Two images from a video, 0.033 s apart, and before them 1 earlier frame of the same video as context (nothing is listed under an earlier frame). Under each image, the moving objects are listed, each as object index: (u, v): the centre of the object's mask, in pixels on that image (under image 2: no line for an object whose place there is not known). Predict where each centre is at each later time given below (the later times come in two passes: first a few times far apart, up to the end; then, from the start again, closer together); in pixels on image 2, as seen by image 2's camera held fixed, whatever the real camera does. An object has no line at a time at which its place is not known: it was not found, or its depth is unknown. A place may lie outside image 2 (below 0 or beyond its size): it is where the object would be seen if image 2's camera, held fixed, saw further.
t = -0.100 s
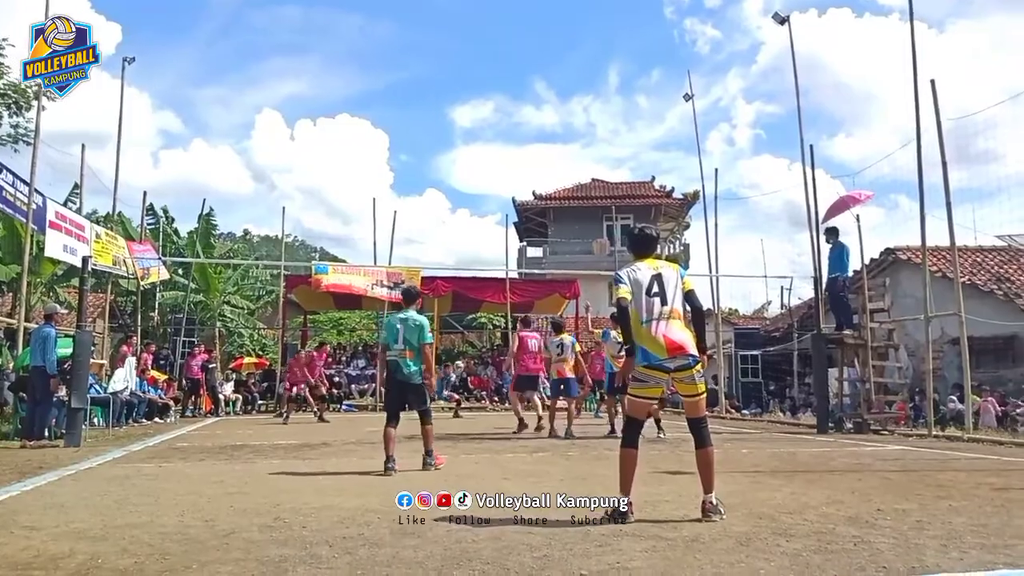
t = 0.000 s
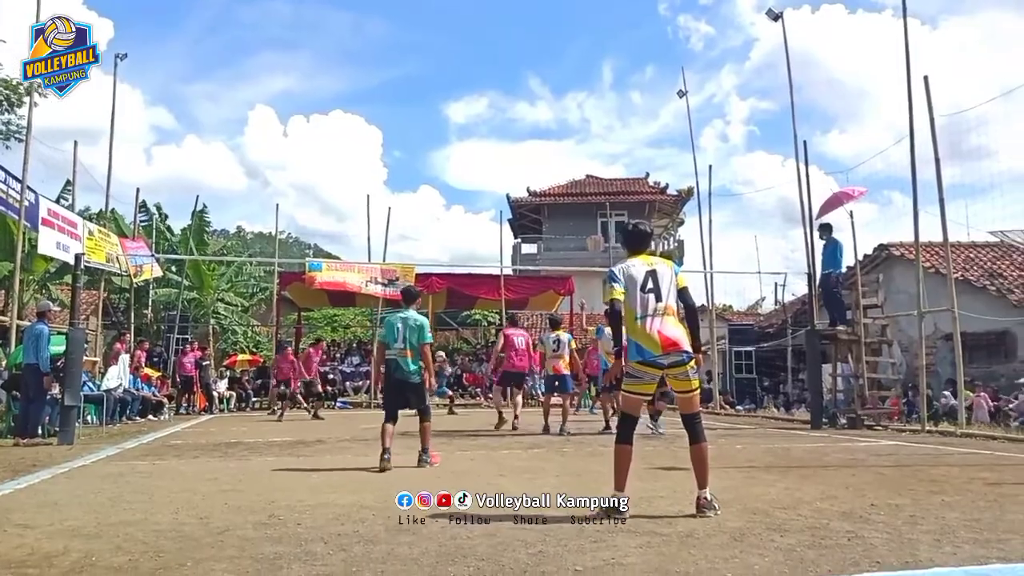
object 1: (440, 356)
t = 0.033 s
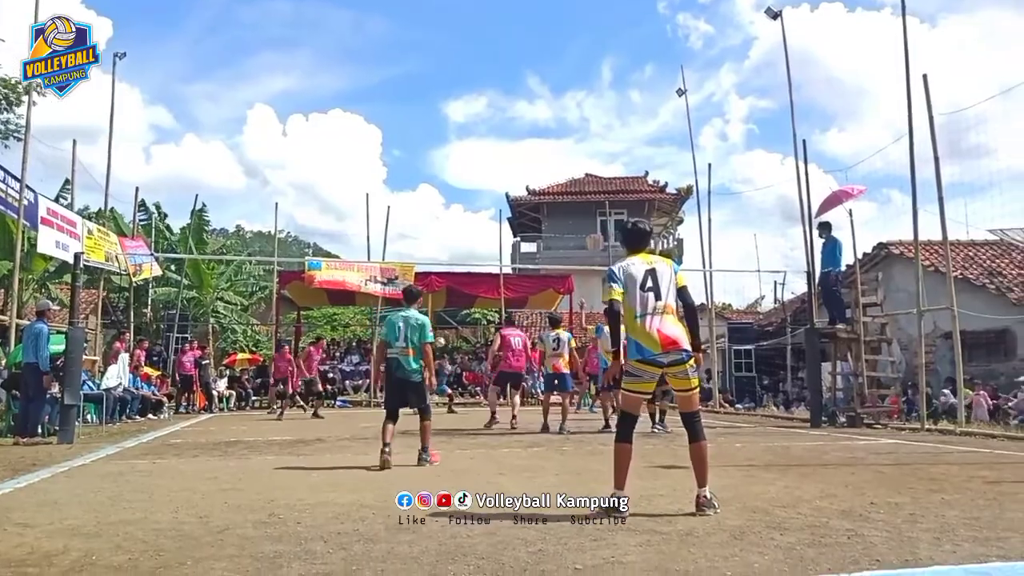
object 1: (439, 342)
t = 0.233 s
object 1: (440, 273)
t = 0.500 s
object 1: (439, 205)
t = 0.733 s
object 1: (438, 170)
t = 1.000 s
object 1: (436, 162)
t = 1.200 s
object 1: (434, 183)
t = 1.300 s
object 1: (434, 203)
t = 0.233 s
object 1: (440, 273)
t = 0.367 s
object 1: (439, 236)
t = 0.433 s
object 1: (439, 220)
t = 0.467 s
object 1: (439, 213)
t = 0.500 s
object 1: (439, 205)
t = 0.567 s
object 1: (439, 193)
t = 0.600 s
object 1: (439, 187)
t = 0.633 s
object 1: (438, 182)
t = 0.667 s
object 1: (438, 178)
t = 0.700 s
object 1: (438, 174)
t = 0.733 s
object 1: (438, 170)
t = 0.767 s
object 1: (438, 167)
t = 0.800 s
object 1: (437, 164)
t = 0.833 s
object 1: (437, 162)
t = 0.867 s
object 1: (437, 161)
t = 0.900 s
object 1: (437, 160)
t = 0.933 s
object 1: (437, 160)
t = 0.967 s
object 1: (436, 161)
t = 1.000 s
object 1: (436, 162)
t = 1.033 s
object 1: (436, 164)
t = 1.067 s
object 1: (435, 166)
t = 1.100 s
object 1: (435, 169)
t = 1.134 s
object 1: (435, 173)
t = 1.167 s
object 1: (435, 177)
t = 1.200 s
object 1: (434, 183)
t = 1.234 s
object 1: (435, 189)
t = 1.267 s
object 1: (434, 195)
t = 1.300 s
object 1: (434, 203)
